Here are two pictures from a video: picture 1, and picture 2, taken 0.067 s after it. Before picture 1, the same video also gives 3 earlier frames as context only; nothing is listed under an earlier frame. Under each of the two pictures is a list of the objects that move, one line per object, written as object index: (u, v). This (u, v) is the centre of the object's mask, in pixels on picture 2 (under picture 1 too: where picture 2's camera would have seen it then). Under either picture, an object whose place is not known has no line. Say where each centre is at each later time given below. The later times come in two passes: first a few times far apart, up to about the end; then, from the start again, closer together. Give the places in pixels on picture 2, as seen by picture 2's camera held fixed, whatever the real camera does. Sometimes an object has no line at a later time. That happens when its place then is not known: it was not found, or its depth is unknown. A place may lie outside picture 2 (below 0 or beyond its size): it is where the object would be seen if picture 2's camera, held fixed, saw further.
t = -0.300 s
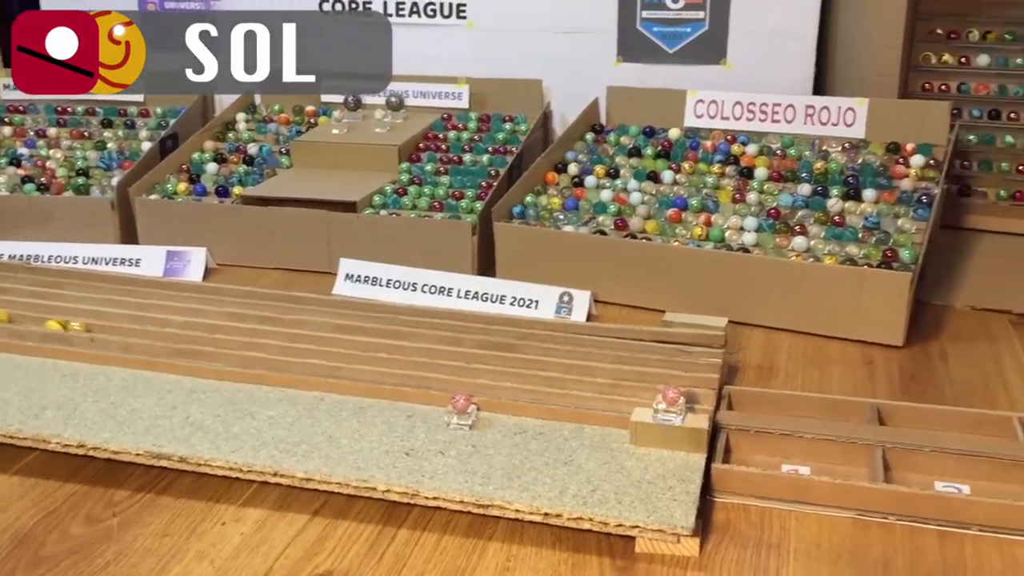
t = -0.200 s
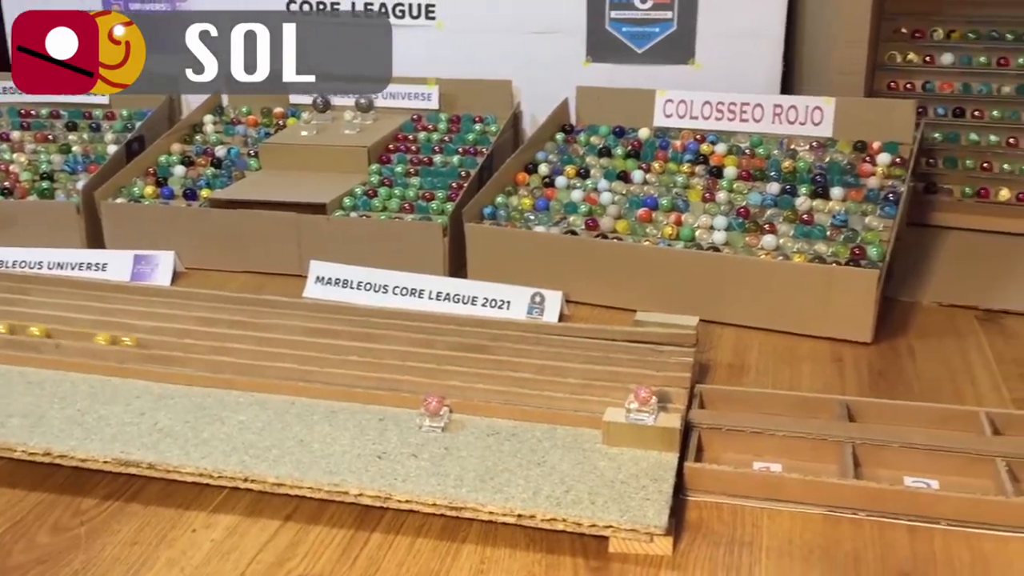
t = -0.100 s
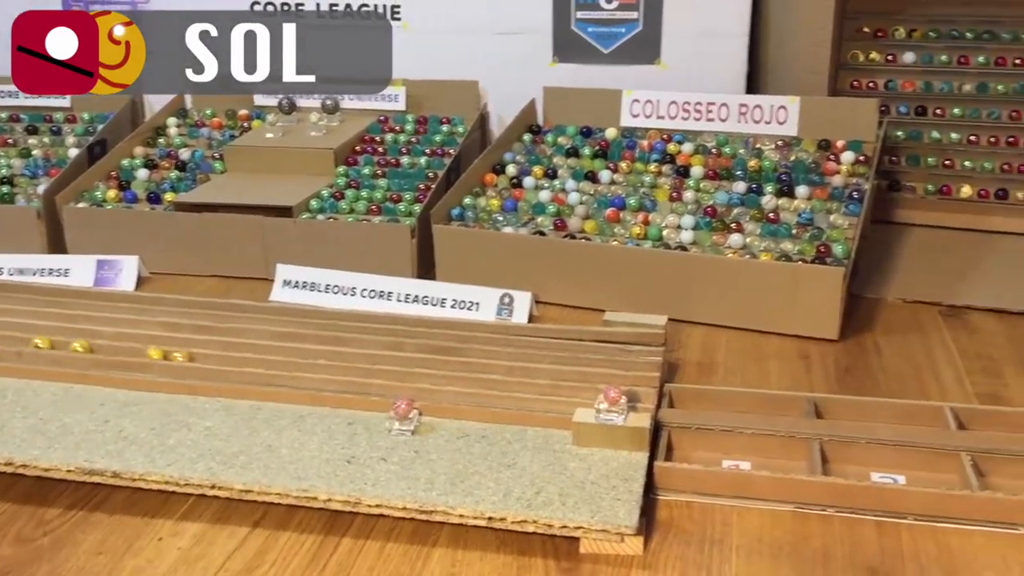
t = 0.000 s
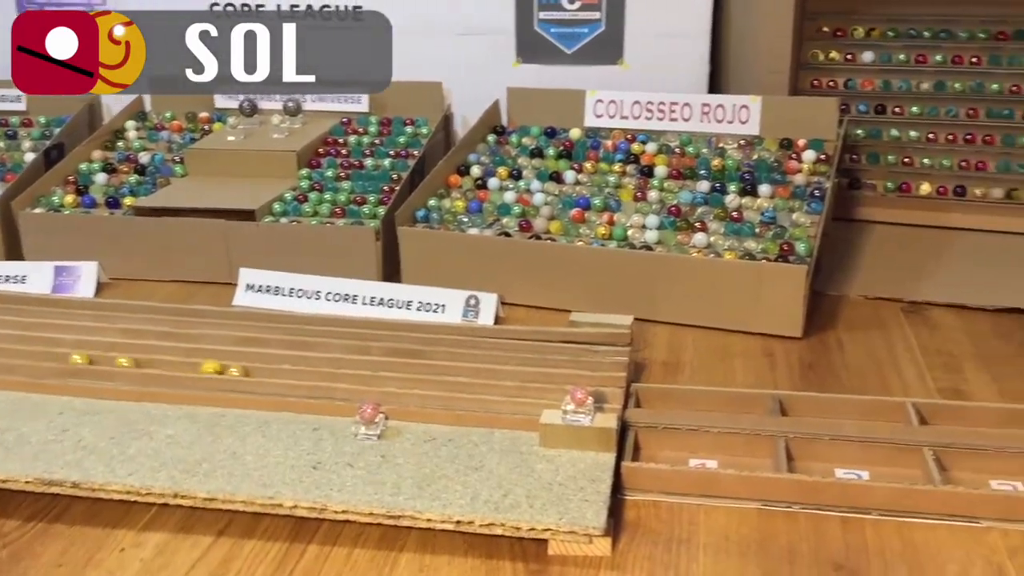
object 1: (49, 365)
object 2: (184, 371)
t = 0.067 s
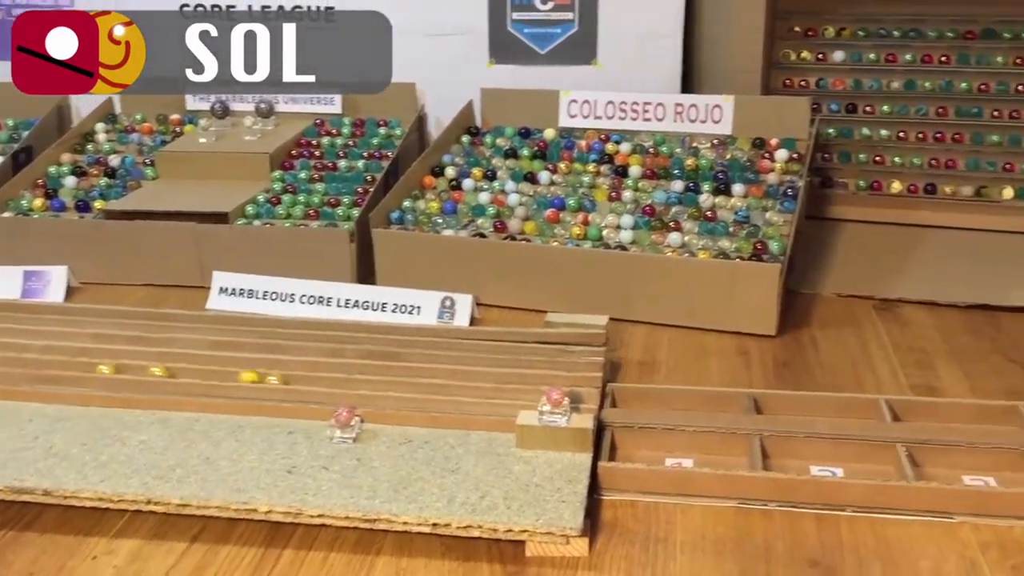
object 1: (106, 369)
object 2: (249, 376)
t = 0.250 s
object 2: (434, 388)
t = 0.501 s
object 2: (691, 409)
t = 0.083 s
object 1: (121, 369)
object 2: (265, 376)
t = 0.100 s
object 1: (136, 370)
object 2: (283, 378)
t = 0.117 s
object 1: (151, 371)
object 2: (299, 379)
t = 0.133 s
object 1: (166, 372)
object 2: (315, 381)
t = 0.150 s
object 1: (181, 373)
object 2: (332, 381)
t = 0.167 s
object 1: (196, 373)
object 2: (349, 382)
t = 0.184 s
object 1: (211, 375)
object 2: (365, 383)
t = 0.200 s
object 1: (226, 376)
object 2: (381, 385)
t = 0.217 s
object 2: (400, 385)
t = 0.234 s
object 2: (415, 387)
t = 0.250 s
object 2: (434, 388)
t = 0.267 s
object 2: (447, 386)
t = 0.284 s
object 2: (465, 388)
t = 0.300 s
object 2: (486, 391)
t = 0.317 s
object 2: (504, 393)
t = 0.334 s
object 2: (521, 393)
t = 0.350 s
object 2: (536, 394)
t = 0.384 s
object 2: (576, 397)
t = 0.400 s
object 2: (591, 397)
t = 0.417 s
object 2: (607, 402)
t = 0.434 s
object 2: (624, 404)
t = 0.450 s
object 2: (641, 405)
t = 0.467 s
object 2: (657, 406)
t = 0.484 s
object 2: (673, 407)
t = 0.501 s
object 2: (691, 409)
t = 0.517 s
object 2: (708, 410)
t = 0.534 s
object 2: (725, 410)
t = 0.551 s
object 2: (741, 411)
